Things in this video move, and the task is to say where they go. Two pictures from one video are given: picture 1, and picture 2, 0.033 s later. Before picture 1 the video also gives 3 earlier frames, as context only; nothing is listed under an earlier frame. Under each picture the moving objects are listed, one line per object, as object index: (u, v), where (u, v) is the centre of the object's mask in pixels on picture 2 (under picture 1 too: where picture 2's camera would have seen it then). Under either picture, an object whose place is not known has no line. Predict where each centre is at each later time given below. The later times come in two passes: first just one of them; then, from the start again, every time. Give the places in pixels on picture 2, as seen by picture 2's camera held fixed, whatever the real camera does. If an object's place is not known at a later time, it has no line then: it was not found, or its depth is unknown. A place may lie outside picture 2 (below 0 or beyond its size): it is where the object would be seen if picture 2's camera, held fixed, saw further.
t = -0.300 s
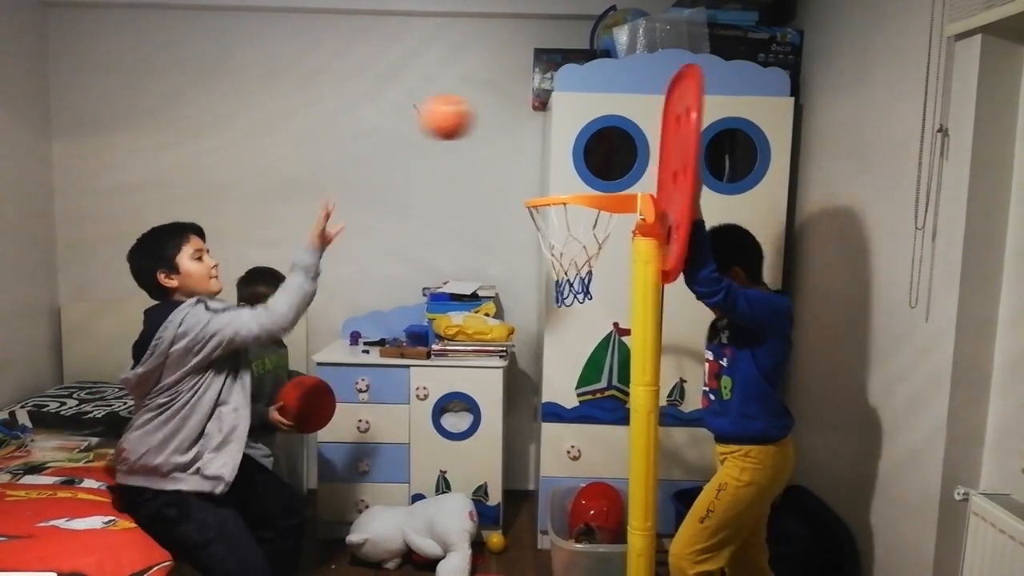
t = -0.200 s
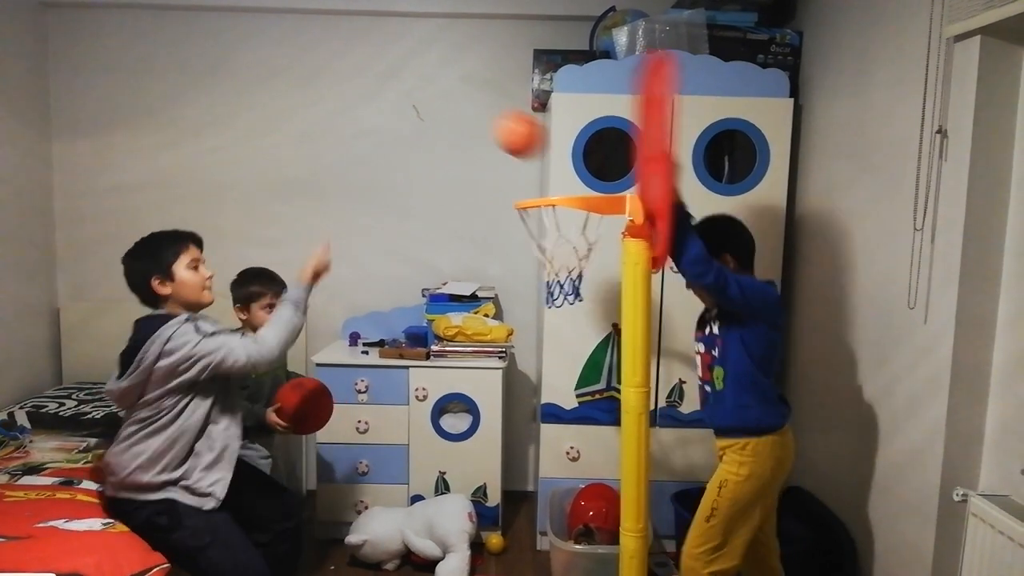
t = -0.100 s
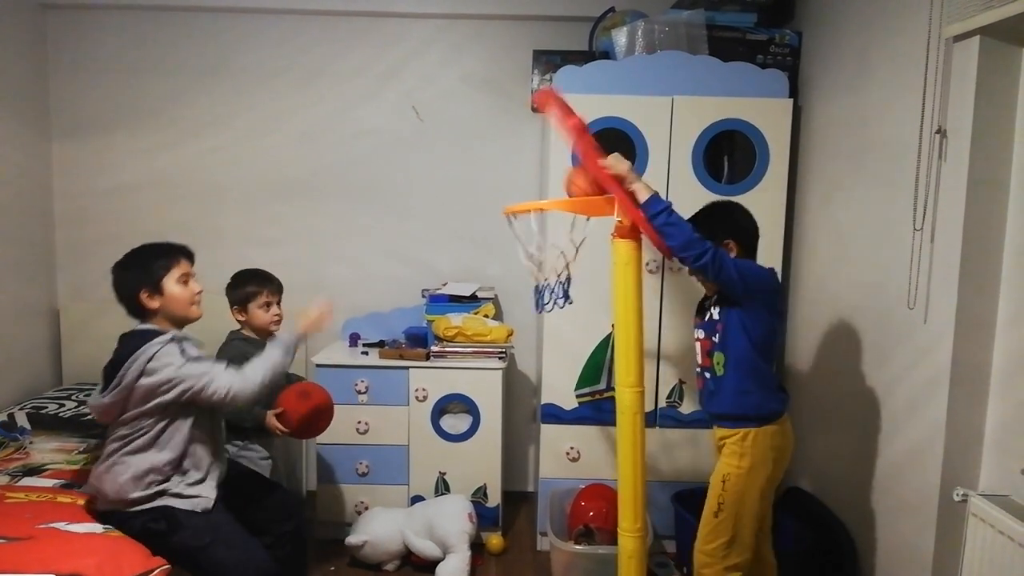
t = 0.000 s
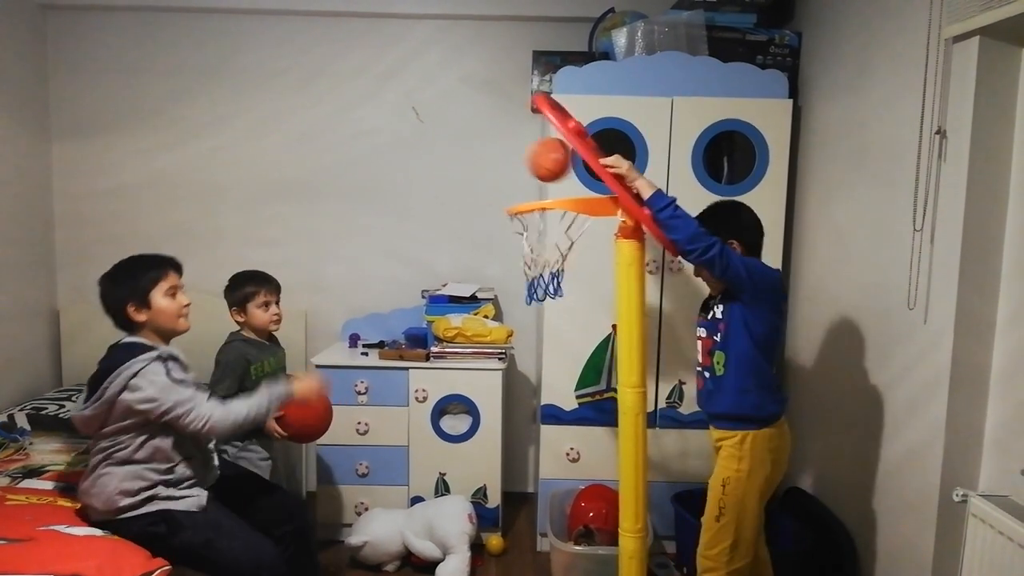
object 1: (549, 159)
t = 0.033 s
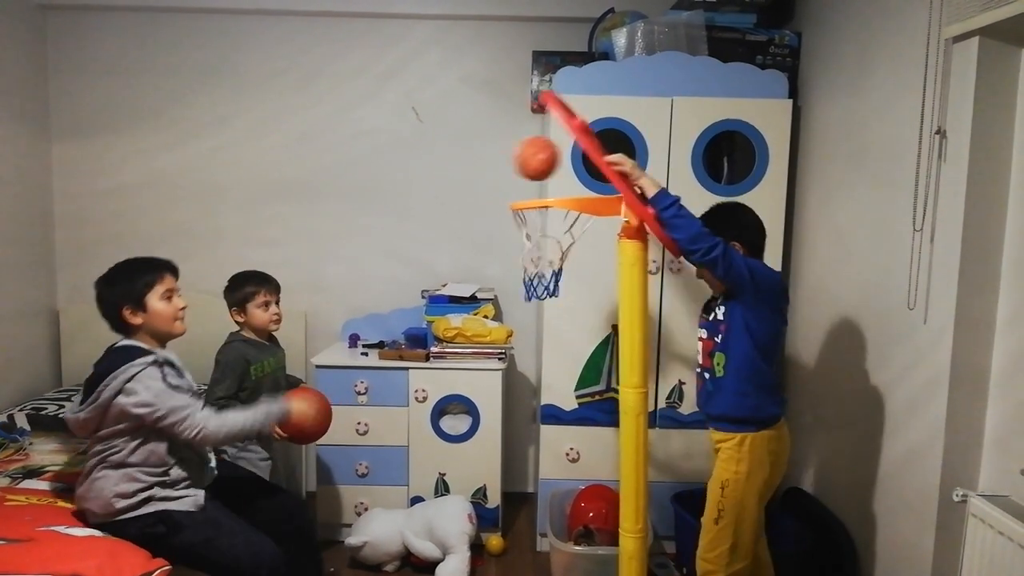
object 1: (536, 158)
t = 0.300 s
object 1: (428, 288)
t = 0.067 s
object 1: (524, 160)
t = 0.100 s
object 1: (510, 167)
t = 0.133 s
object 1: (496, 177)
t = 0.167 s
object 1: (482, 192)
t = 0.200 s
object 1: (469, 210)
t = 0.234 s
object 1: (456, 233)
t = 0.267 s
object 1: (442, 258)
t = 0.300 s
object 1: (428, 288)
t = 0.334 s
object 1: (414, 323)
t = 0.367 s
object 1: (401, 361)
